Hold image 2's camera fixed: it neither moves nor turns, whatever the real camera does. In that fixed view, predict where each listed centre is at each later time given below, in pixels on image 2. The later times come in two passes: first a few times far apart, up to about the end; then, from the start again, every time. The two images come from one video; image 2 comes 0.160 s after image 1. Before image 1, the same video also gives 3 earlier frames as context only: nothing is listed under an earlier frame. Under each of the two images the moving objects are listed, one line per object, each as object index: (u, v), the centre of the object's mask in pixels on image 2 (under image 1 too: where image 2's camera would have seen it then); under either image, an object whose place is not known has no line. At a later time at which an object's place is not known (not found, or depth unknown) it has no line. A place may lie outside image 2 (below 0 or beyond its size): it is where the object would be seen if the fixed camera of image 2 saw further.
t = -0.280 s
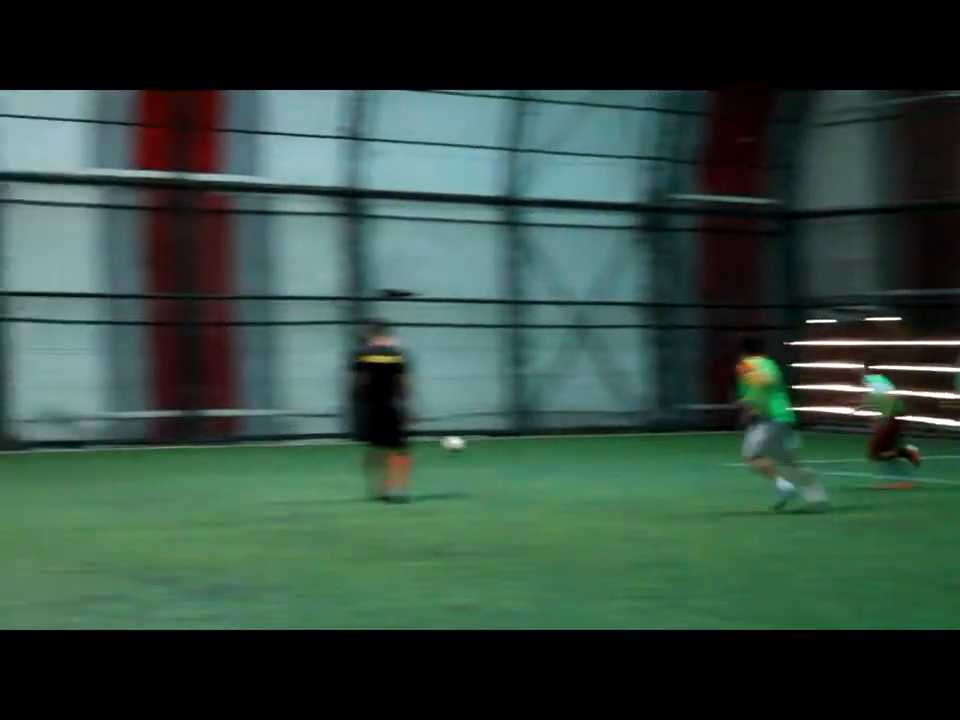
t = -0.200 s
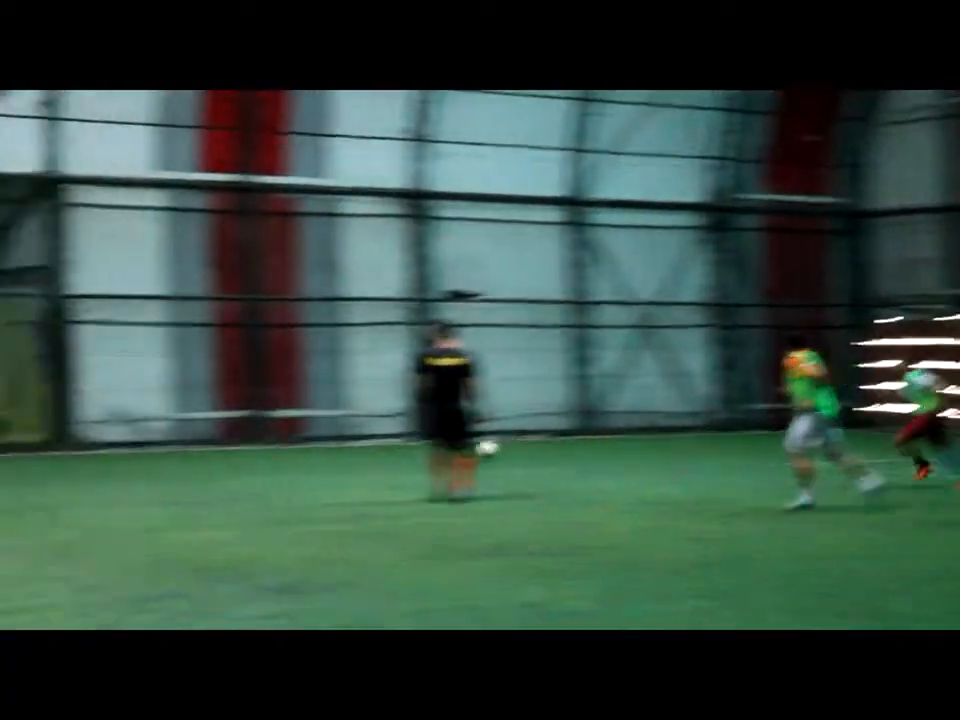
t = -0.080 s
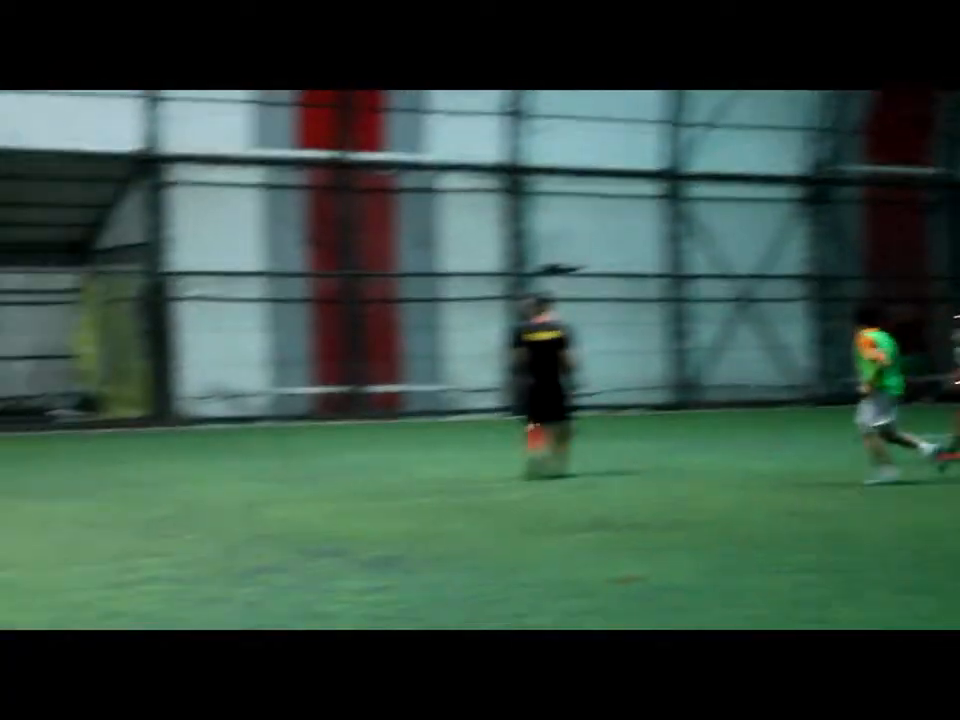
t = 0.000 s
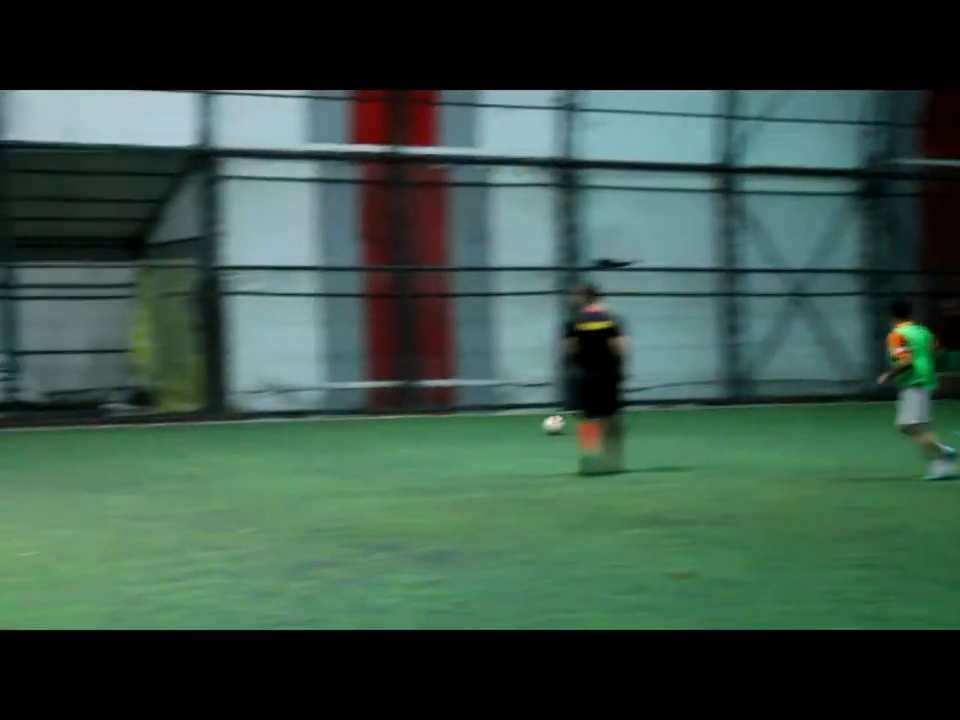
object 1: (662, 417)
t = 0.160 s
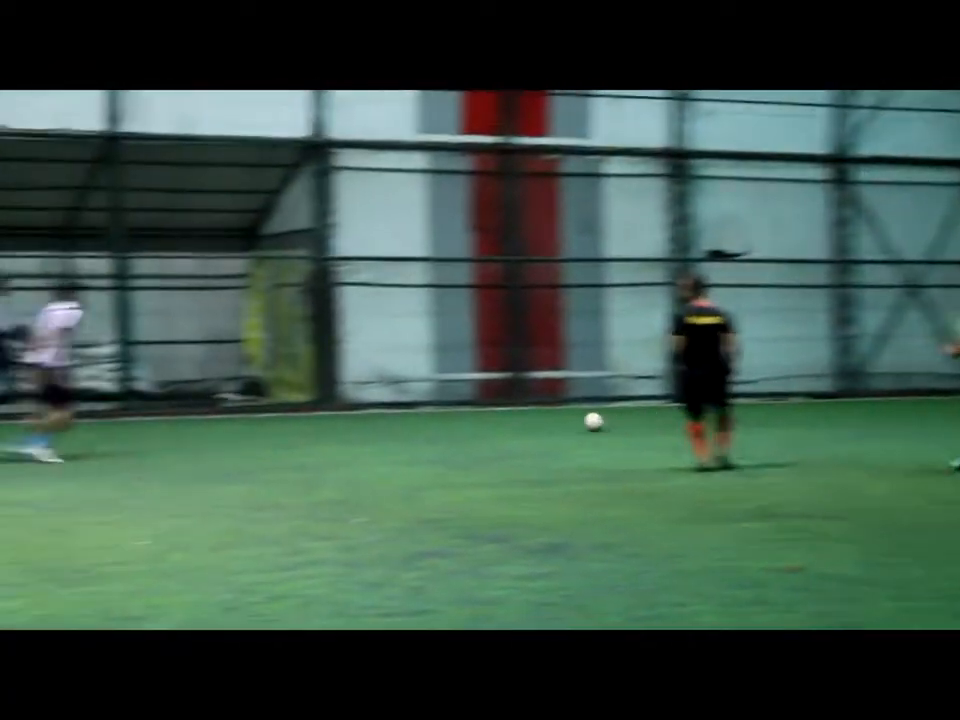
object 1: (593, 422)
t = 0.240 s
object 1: (558, 424)
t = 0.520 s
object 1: (426, 433)
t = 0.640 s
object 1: (367, 437)
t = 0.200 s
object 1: (576, 422)
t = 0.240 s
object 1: (558, 424)
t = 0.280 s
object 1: (540, 426)
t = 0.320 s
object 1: (521, 427)
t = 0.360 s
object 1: (502, 427)
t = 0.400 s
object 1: (484, 427)
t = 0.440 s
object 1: (465, 430)
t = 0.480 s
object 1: (446, 432)
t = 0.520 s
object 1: (426, 433)
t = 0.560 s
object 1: (406, 434)
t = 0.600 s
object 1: (387, 436)
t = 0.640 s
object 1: (367, 437)
